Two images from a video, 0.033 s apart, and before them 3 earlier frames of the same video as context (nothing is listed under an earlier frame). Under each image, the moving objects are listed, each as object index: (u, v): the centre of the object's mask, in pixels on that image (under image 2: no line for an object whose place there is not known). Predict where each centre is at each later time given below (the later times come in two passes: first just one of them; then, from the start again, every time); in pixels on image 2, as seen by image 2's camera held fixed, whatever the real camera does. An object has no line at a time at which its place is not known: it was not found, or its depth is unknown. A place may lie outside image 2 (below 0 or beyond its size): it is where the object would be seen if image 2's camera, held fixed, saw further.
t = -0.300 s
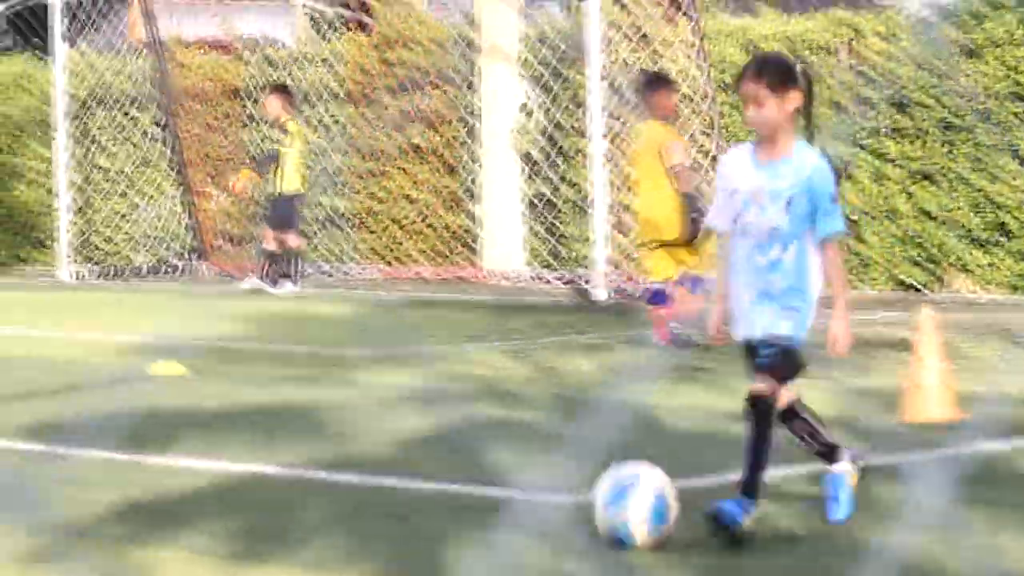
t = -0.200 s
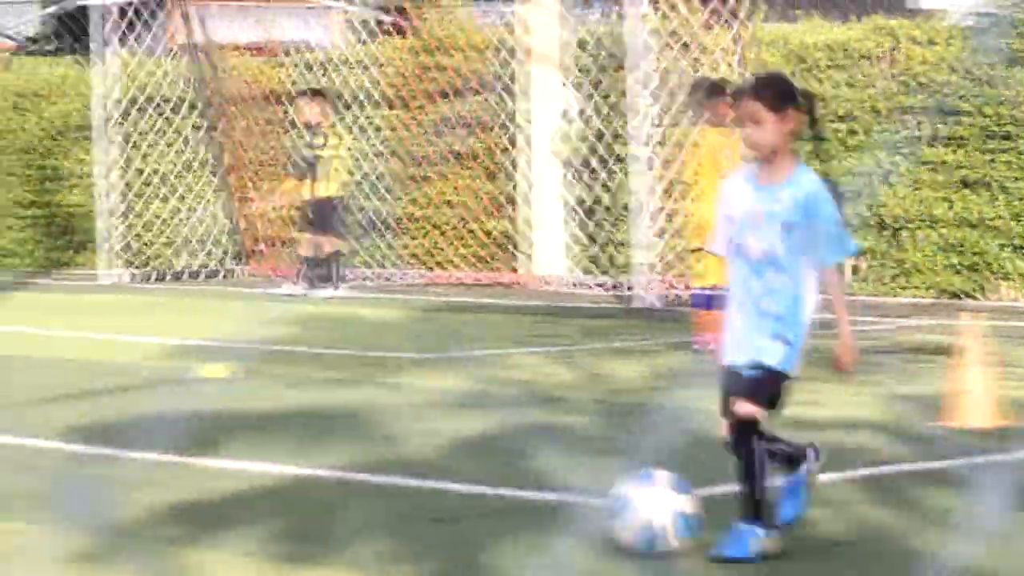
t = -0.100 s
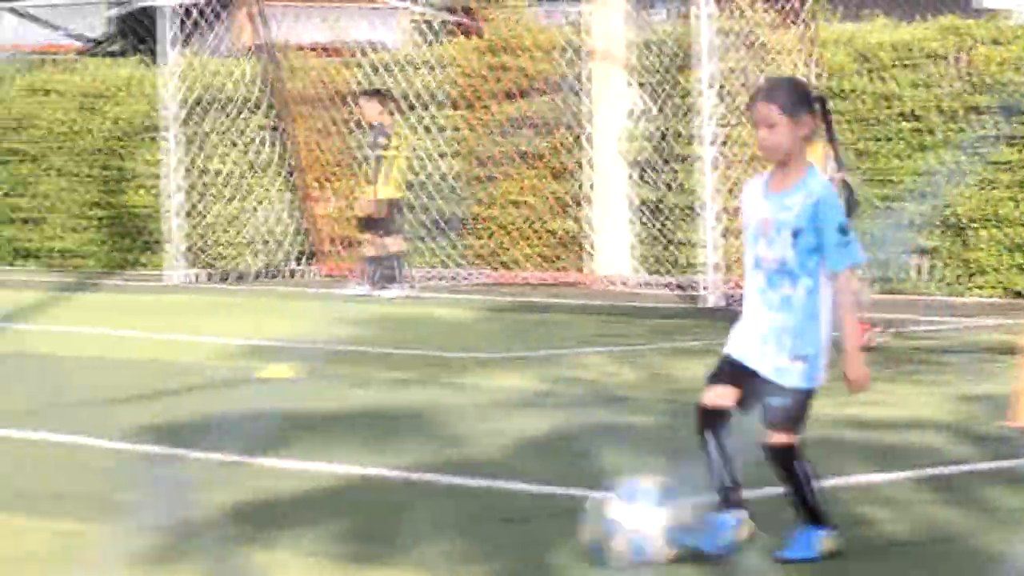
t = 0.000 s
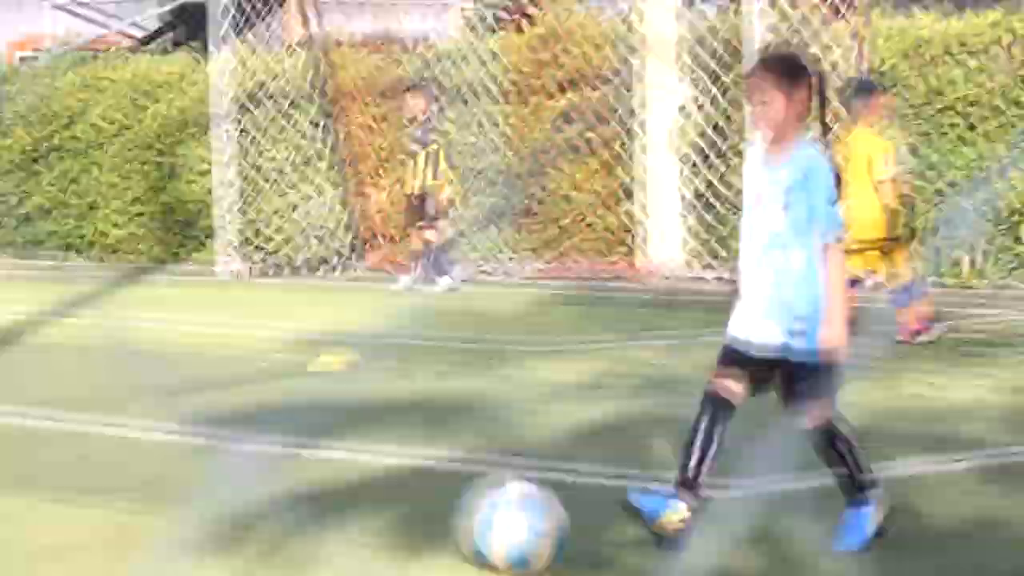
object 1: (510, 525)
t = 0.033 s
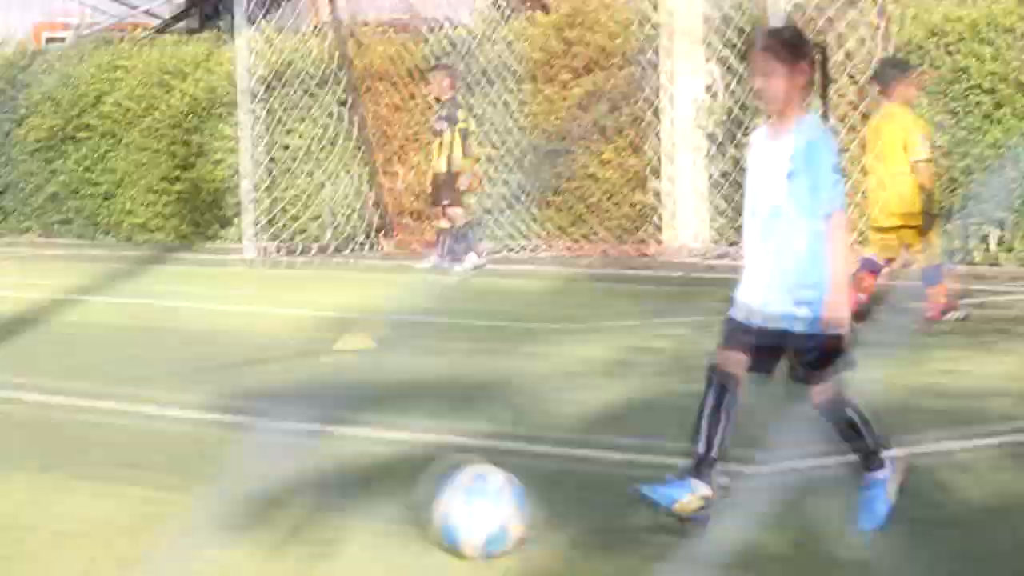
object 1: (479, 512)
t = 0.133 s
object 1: (315, 531)
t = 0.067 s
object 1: (424, 523)
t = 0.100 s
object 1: (371, 524)
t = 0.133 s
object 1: (315, 531)
